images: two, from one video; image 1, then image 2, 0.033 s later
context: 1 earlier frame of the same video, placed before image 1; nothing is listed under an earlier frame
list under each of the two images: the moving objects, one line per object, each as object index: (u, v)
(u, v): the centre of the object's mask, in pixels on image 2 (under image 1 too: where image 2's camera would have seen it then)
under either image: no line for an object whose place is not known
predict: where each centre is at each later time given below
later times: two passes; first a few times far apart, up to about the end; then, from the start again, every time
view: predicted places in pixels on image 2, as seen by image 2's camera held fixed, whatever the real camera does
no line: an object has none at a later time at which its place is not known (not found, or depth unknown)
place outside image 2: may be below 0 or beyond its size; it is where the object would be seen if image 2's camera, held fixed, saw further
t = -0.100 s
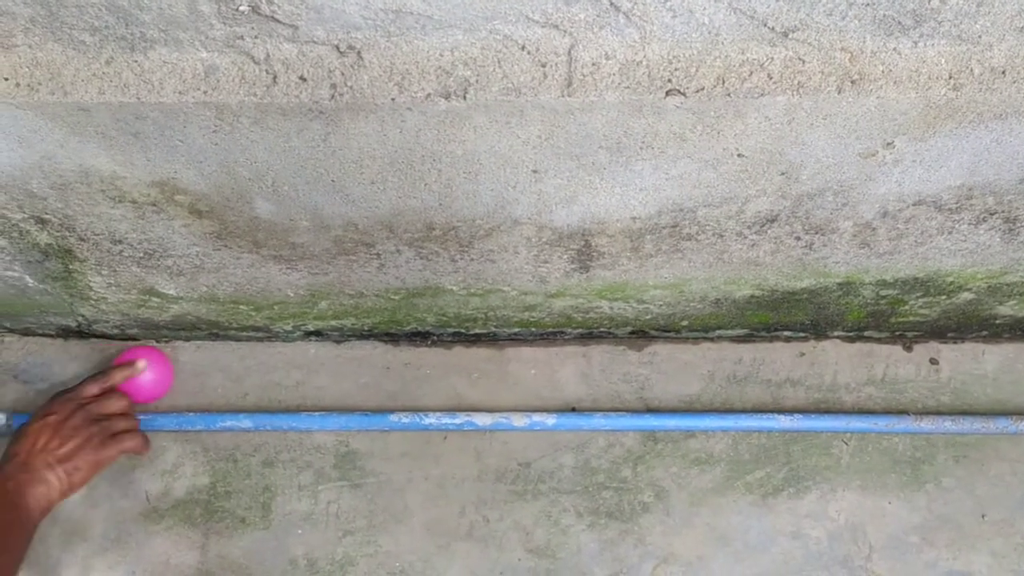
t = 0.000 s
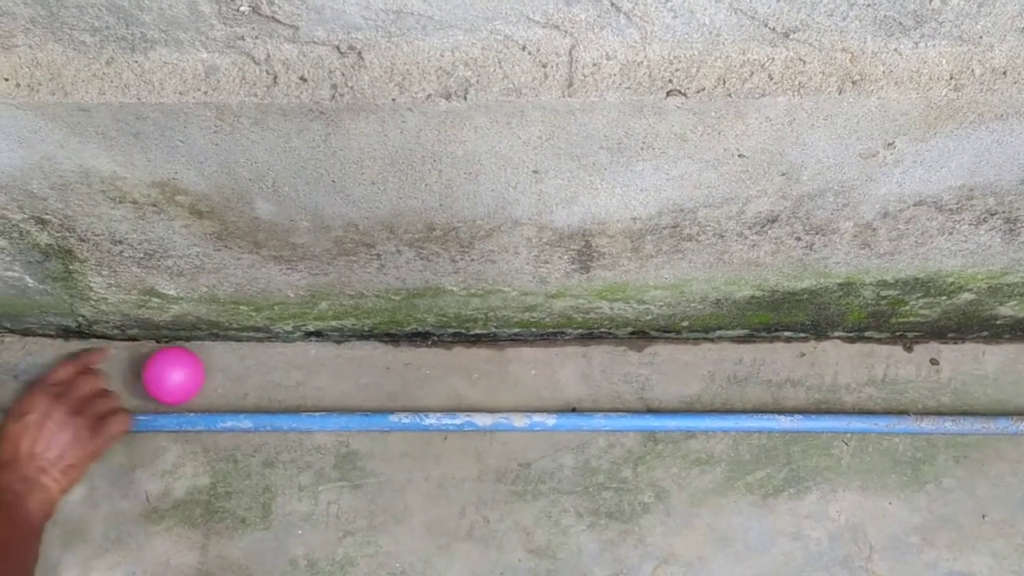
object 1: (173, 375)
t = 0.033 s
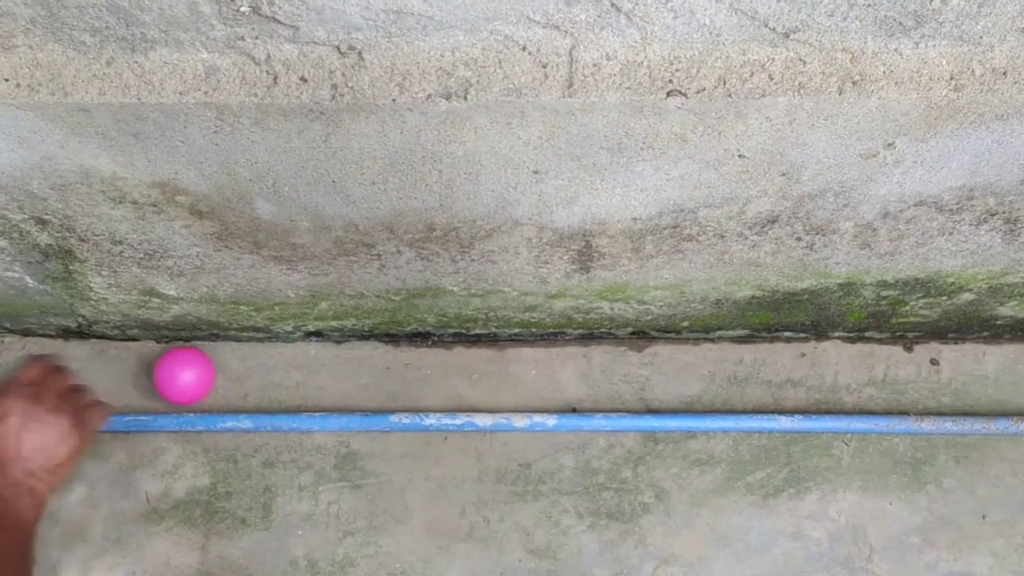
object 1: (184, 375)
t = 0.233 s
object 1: (251, 372)
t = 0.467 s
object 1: (319, 365)
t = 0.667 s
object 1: (365, 359)
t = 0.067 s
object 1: (194, 375)
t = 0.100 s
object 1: (206, 375)
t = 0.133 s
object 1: (217, 374)
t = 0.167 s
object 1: (228, 373)
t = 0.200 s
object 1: (240, 372)
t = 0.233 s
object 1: (251, 372)
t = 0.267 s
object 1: (262, 370)
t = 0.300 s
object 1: (272, 370)
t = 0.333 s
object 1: (283, 368)
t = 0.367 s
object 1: (292, 367)
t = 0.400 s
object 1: (302, 366)
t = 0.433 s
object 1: (311, 365)
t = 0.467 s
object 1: (319, 365)
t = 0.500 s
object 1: (327, 364)
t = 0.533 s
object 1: (335, 362)
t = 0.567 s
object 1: (344, 361)
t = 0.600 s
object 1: (352, 359)
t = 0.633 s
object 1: (359, 359)
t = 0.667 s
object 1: (365, 359)
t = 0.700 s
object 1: (372, 359)
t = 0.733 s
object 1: (379, 359)
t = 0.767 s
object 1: (386, 359)
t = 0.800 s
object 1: (394, 359)
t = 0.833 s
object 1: (401, 358)
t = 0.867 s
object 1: (408, 359)
